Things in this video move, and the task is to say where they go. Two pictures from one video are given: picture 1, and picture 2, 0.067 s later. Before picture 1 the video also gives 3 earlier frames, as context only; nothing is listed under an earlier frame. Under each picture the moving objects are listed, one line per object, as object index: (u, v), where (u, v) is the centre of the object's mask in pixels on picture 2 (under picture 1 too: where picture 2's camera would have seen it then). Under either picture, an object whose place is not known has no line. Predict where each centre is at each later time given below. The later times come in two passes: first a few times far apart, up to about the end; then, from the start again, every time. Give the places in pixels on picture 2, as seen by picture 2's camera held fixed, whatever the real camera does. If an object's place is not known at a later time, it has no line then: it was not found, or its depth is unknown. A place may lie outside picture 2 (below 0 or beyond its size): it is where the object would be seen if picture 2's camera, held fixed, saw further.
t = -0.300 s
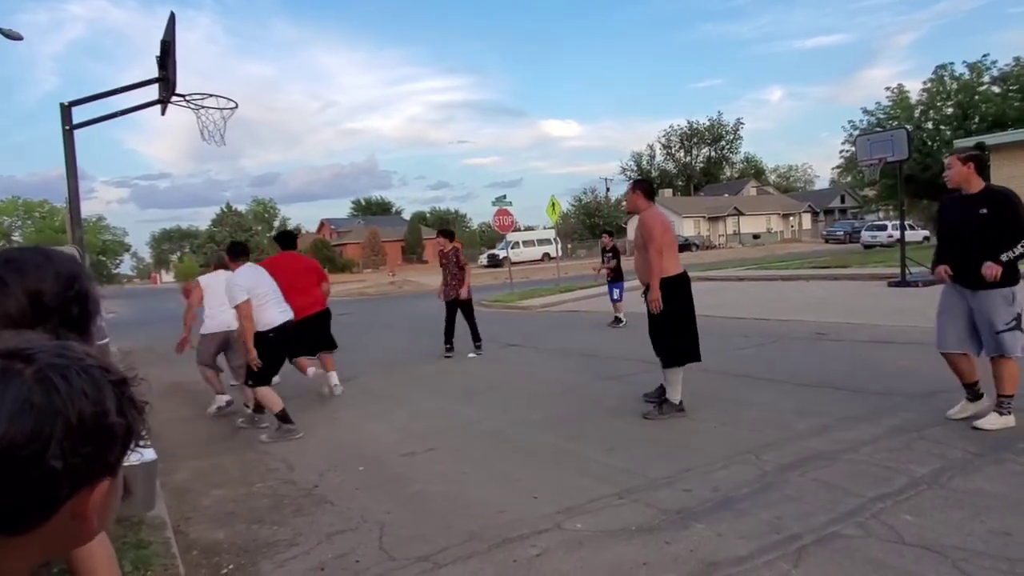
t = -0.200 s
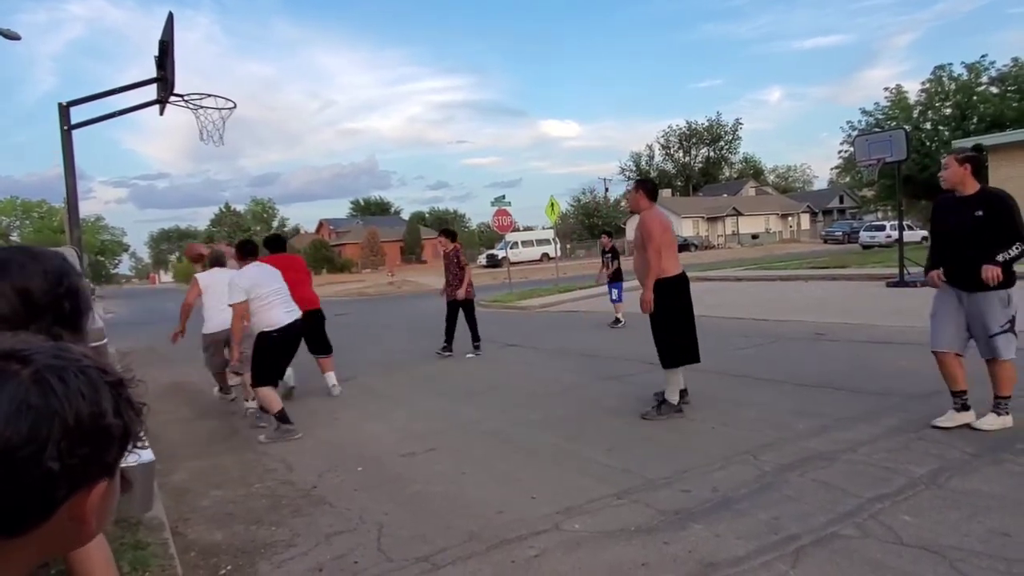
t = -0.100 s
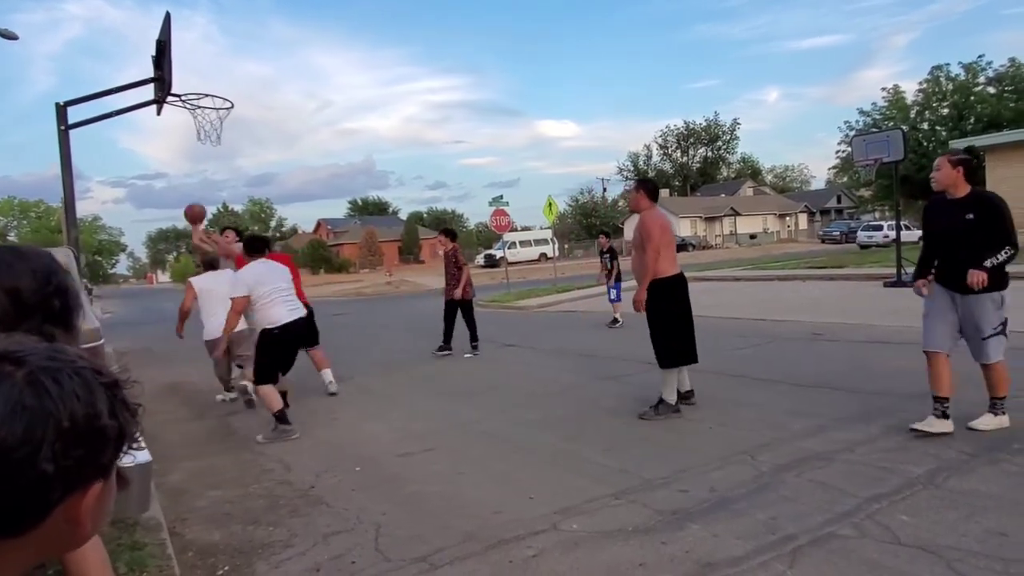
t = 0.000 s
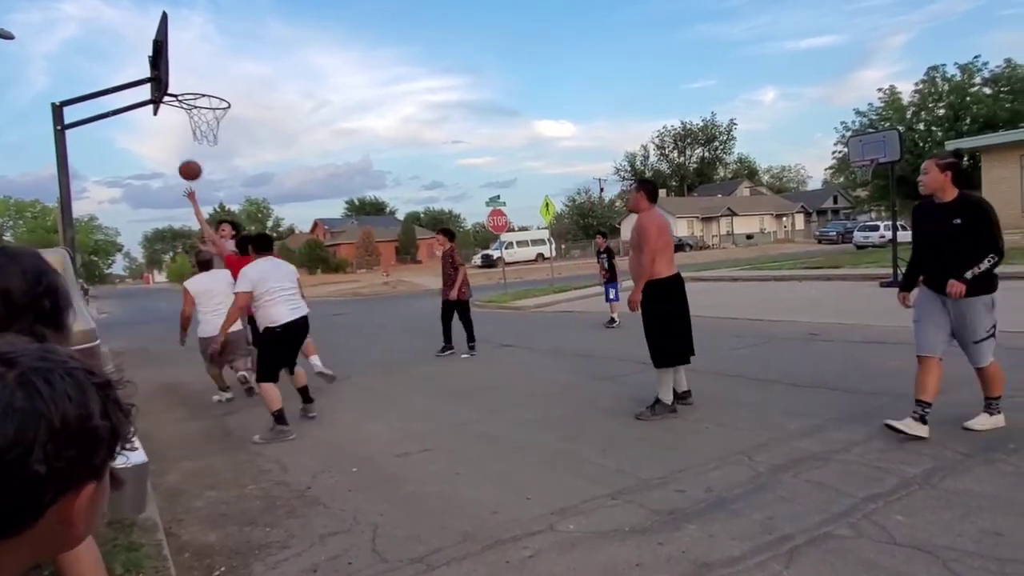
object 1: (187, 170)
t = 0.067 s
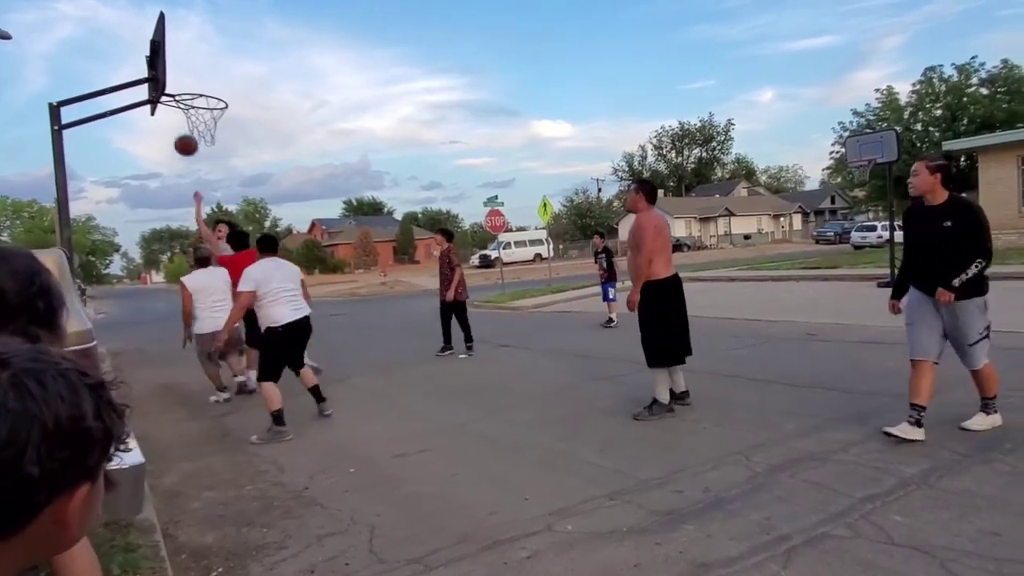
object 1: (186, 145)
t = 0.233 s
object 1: (184, 97)
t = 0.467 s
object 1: (185, 69)
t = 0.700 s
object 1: (195, 90)
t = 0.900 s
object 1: (198, 104)
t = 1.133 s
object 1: (197, 121)
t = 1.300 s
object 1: (207, 152)
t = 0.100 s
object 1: (185, 134)
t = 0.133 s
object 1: (185, 123)
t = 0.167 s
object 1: (184, 114)
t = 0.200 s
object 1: (184, 105)
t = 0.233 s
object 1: (184, 97)
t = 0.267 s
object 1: (183, 90)
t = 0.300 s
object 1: (183, 84)
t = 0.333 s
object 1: (183, 79)
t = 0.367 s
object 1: (184, 75)
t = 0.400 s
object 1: (184, 72)
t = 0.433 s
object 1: (184, 70)
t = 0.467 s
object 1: (185, 69)
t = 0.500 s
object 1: (185, 70)
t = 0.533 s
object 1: (186, 71)
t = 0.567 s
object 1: (187, 73)
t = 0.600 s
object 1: (188, 77)
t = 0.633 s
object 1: (189, 81)
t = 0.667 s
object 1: (190, 87)
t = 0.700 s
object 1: (195, 90)
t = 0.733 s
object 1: (203, 93)
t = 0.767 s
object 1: (210, 97)
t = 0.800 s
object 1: (215, 101)
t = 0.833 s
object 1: (209, 101)
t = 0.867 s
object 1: (203, 102)
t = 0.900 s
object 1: (198, 104)
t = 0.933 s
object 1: (193, 106)
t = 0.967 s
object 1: (193, 107)
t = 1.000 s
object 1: (193, 109)
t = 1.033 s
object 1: (193, 112)
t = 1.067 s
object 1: (194, 115)
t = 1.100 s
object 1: (195, 118)
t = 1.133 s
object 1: (197, 121)
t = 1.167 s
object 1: (199, 125)
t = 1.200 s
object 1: (201, 130)
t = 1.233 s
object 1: (203, 137)
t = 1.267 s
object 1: (204, 144)
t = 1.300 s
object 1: (207, 152)
